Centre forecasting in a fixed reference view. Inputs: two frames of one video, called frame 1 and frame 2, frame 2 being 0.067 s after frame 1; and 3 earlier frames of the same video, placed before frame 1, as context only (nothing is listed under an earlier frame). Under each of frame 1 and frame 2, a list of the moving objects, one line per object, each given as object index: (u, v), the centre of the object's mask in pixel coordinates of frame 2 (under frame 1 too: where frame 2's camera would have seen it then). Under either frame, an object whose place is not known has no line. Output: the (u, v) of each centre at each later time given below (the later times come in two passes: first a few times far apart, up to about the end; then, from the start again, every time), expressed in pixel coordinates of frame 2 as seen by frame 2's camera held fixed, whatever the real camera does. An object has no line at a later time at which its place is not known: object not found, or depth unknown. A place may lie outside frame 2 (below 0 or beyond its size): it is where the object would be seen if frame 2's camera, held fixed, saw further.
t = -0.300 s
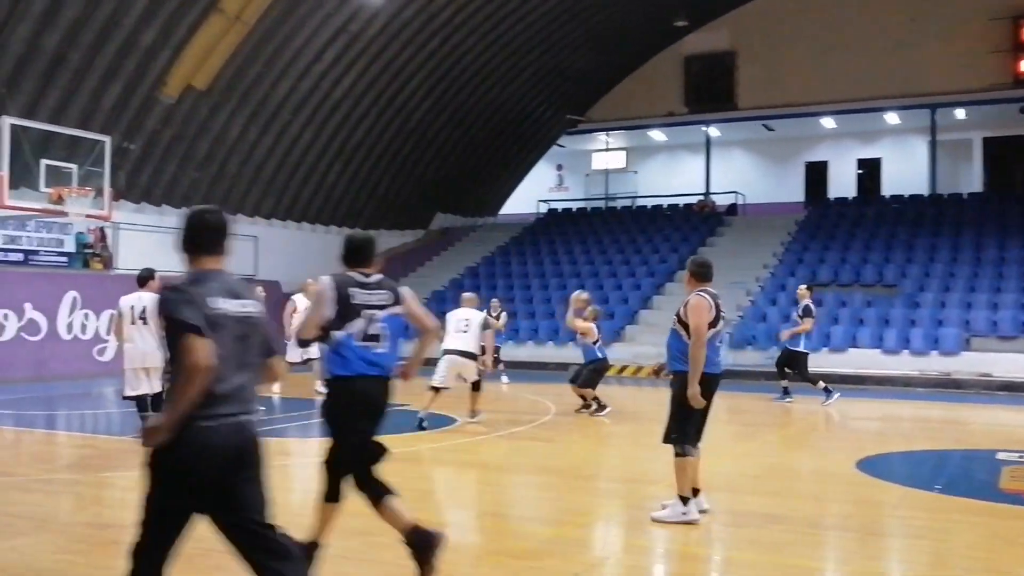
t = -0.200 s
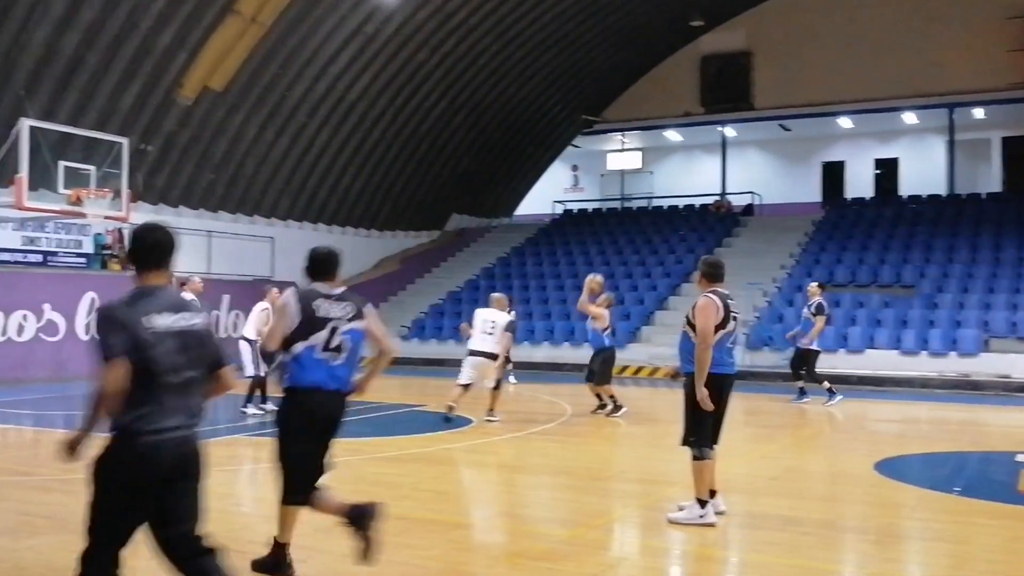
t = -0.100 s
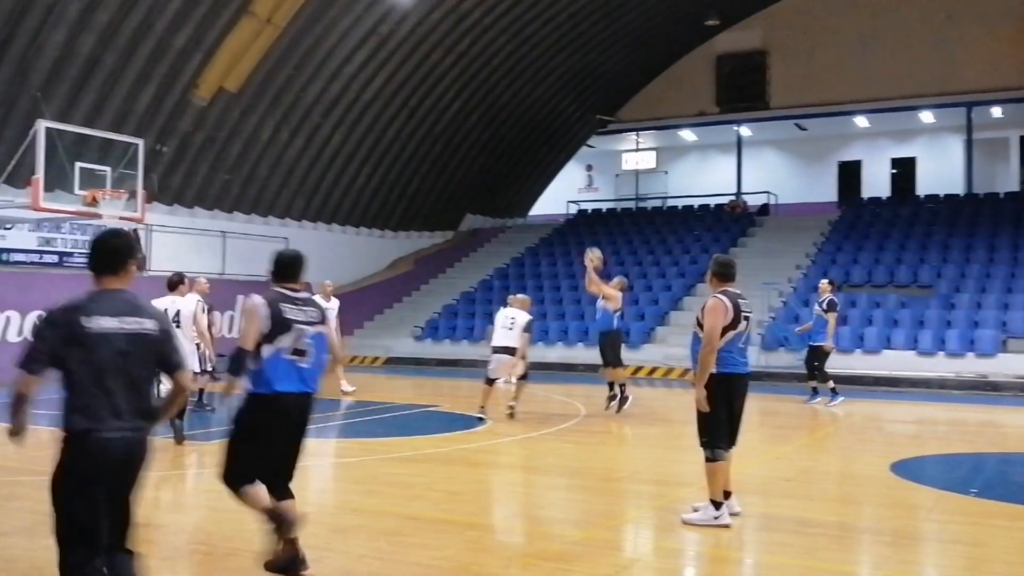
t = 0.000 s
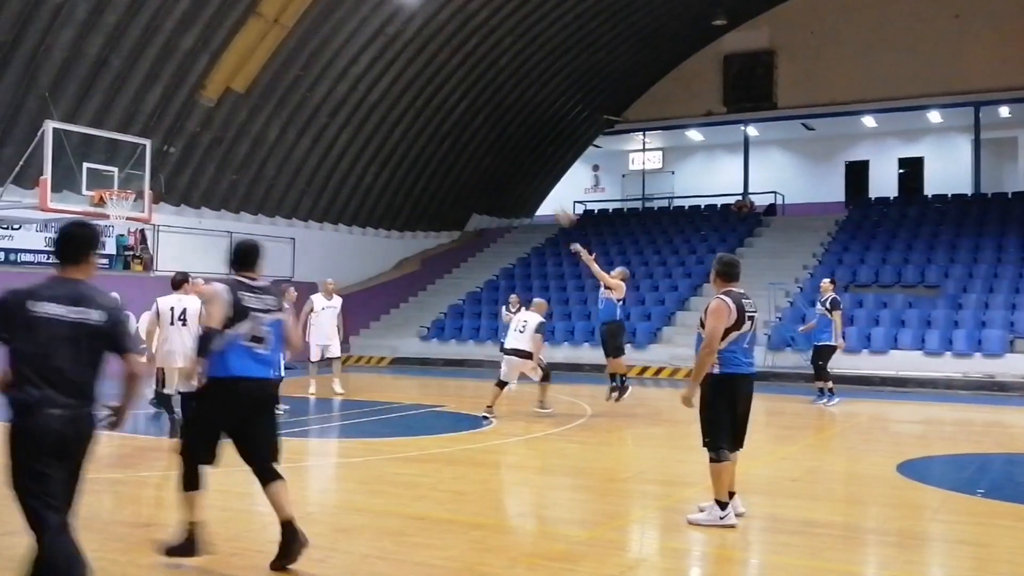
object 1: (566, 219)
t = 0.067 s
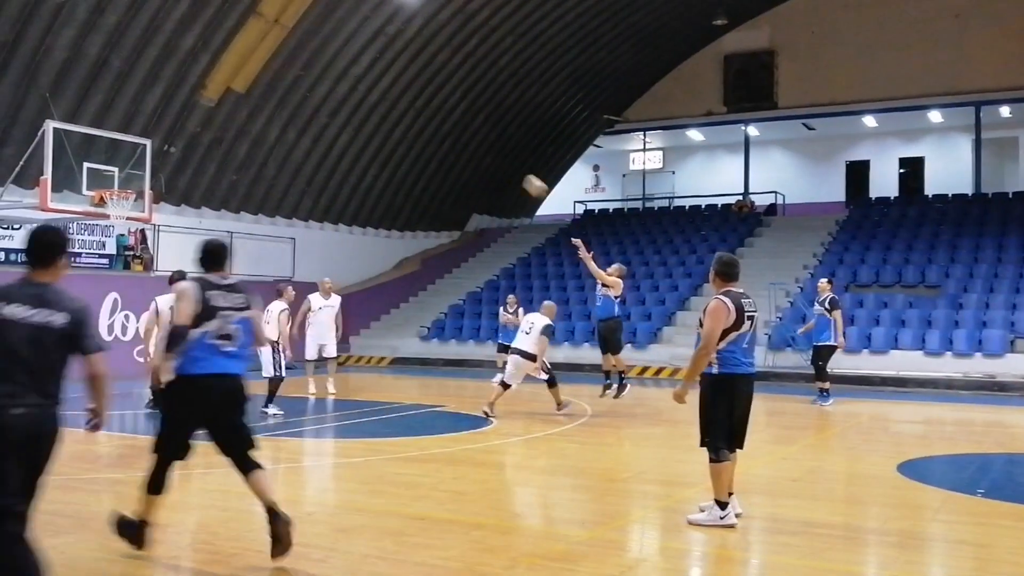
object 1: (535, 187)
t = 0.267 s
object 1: (453, 125)
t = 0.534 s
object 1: (348, 88)
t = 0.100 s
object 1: (521, 174)
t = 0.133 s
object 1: (507, 163)
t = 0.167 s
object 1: (494, 152)
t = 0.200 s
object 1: (480, 142)
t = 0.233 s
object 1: (466, 133)
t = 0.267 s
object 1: (453, 125)
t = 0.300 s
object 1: (439, 118)
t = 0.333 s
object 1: (426, 111)
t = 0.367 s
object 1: (413, 106)
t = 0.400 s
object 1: (400, 100)
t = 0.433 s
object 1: (386, 96)
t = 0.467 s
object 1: (374, 93)
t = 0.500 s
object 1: (362, 90)
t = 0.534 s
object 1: (348, 88)
